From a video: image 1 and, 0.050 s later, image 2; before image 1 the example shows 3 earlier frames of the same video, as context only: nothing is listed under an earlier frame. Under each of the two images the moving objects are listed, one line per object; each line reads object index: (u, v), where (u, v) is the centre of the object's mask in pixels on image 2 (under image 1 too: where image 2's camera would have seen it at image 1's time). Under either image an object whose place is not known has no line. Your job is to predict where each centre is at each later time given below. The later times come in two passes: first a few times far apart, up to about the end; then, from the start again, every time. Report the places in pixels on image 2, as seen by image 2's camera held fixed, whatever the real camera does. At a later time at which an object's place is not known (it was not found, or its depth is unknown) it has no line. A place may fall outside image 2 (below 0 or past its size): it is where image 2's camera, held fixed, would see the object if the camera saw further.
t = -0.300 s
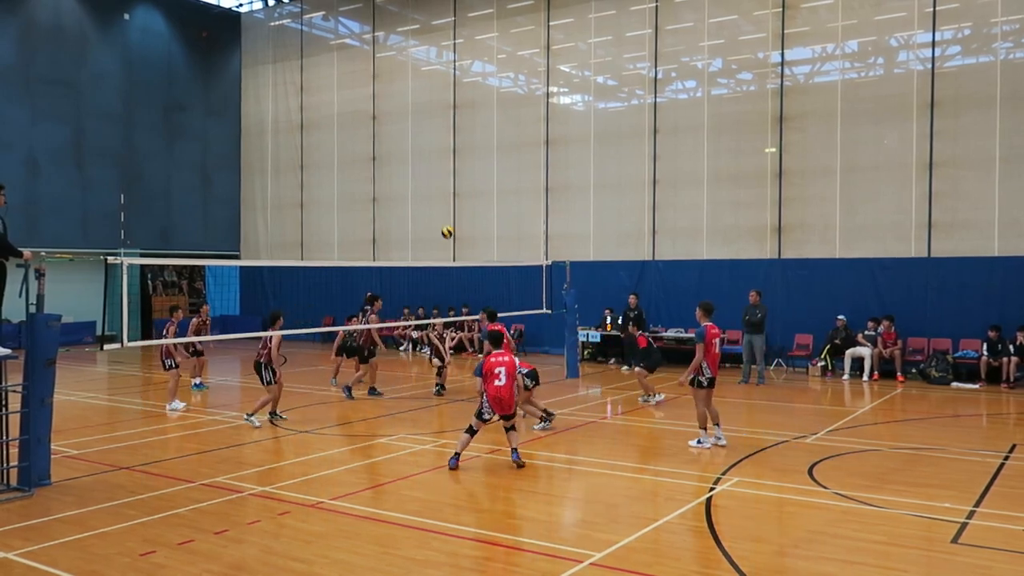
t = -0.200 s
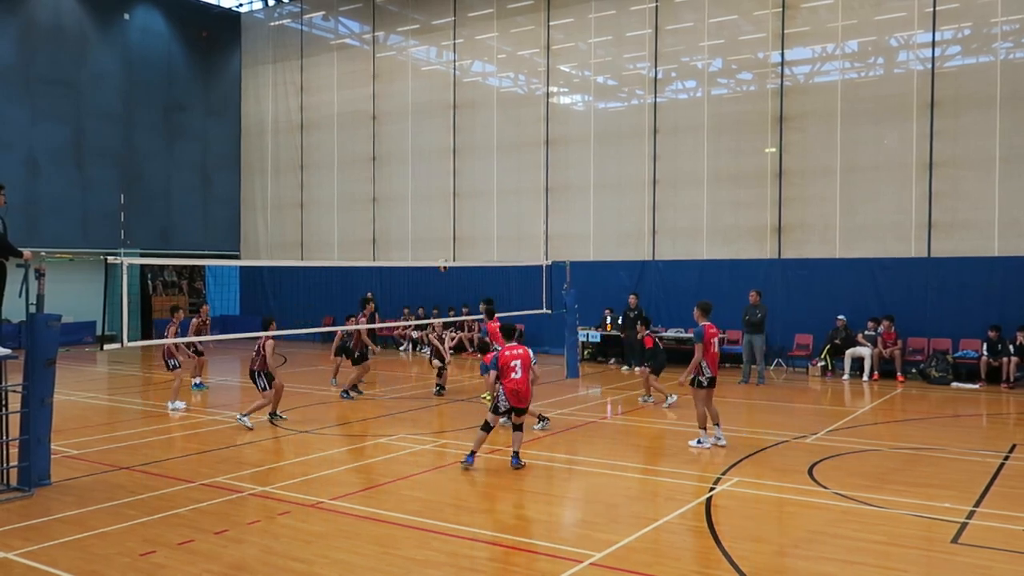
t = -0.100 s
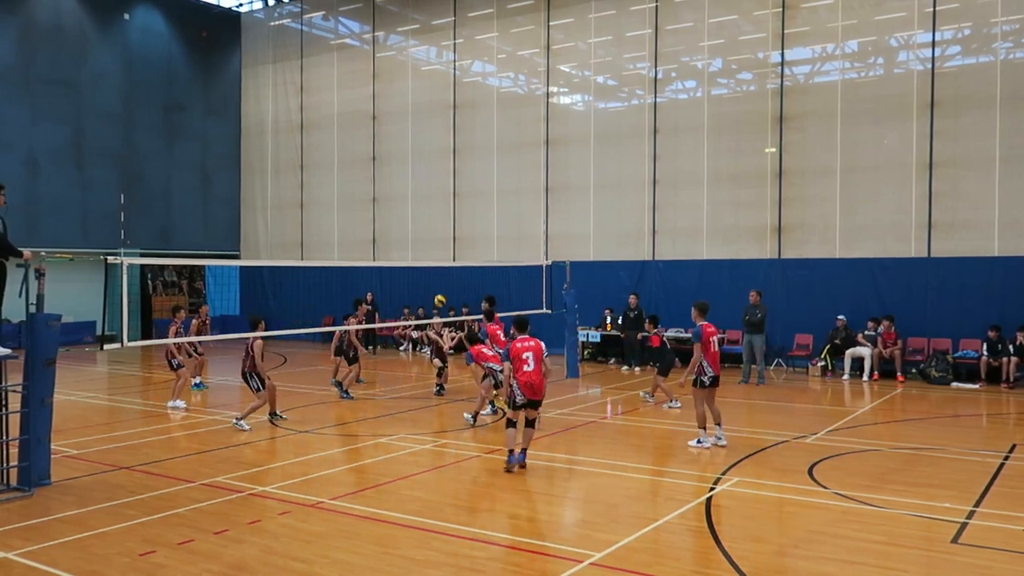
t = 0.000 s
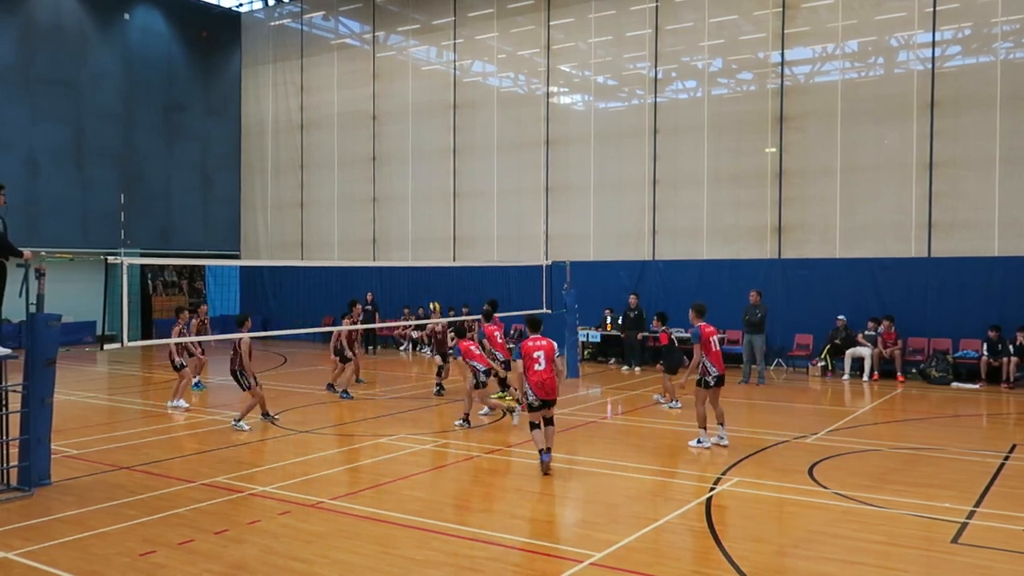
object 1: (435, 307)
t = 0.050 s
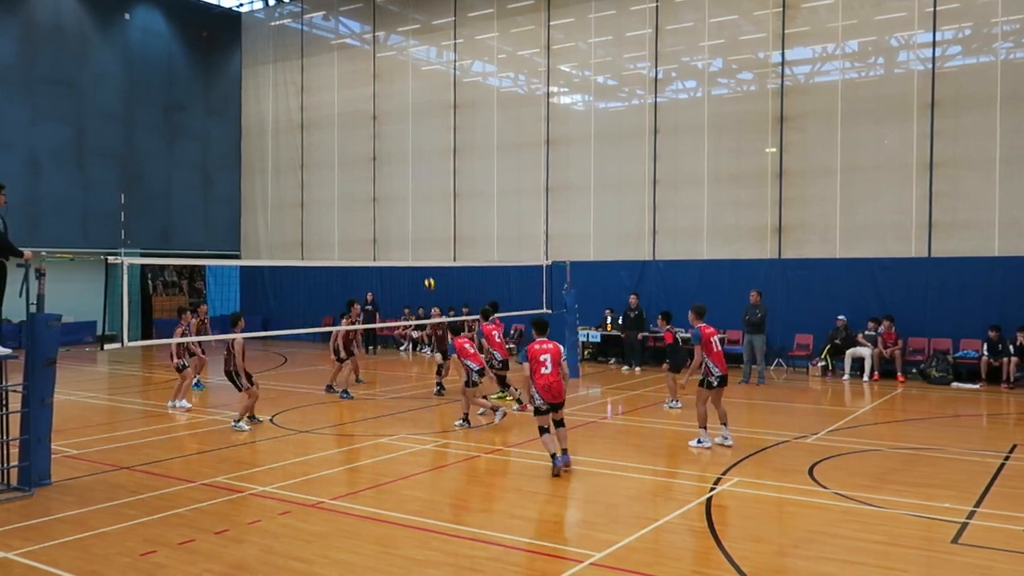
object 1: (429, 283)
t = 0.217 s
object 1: (414, 215)
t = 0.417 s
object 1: (396, 153)
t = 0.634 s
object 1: (376, 112)
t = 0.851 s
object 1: (356, 98)
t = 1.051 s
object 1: (338, 109)
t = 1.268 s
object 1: (318, 149)
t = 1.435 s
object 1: (304, 198)
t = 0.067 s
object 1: (428, 276)
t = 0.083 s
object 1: (426, 269)
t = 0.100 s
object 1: (427, 259)
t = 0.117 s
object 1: (423, 255)
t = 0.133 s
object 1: (422, 247)
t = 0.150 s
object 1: (420, 241)
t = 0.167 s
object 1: (418, 234)
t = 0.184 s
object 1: (417, 227)
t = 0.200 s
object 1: (415, 221)
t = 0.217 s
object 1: (414, 215)
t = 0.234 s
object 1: (412, 209)
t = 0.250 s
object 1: (411, 203)
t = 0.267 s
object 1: (409, 198)
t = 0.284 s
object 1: (408, 192)
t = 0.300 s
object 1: (406, 186)
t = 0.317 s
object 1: (405, 181)
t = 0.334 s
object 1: (404, 176)
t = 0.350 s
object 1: (402, 171)
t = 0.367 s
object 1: (400, 166)
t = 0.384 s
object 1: (399, 161)
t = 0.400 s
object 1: (397, 157)
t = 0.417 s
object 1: (396, 153)
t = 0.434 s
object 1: (394, 148)
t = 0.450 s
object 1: (393, 145)
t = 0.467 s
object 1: (391, 141)
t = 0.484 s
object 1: (389, 137)
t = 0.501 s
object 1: (388, 134)
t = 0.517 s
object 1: (386, 131)
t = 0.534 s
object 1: (385, 128)
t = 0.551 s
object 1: (383, 125)
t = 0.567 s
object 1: (382, 122)
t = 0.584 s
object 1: (380, 119)
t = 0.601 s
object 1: (379, 117)
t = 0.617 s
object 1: (377, 114)
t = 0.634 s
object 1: (376, 112)
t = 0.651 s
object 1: (374, 110)
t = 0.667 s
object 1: (373, 108)
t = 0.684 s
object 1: (371, 107)
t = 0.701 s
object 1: (369, 105)
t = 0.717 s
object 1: (368, 103)
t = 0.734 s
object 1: (367, 102)
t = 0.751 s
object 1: (366, 101)
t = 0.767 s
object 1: (363, 100)
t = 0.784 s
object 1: (362, 99)
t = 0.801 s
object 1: (361, 99)
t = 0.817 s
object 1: (359, 98)
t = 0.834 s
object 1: (358, 98)
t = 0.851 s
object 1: (356, 98)
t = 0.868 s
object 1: (354, 98)
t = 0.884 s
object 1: (353, 98)
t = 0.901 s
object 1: (351, 99)
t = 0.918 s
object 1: (350, 99)
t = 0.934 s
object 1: (349, 100)
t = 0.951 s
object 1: (347, 101)
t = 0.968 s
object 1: (345, 102)
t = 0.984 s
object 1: (344, 103)
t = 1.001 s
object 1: (342, 104)
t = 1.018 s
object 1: (341, 106)
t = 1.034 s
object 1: (339, 108)
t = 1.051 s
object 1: (338, 109)
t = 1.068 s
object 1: (336, 111)
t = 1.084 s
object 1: (335, 114)
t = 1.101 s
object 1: (333, 116)
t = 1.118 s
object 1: (331, 119)
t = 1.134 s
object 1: (330, 121)
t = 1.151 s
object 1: (328, 124)
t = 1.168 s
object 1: (327, 127)
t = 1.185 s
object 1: (325, 131)
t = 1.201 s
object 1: (324, 134)
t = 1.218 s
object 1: (322, 137)
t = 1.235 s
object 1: (321, 141)
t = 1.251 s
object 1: (319, 145)
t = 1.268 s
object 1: (318, 149)
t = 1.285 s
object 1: (317, 153)
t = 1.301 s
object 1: (315, 158)
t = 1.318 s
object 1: (313, 162)
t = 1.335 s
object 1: (312, 167)
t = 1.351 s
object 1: (311, 172)
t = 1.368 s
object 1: (309, 177)
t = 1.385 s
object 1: (308, 182)
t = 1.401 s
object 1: (307, 186)
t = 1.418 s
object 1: (305, 193)
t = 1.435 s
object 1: (304, 198)
